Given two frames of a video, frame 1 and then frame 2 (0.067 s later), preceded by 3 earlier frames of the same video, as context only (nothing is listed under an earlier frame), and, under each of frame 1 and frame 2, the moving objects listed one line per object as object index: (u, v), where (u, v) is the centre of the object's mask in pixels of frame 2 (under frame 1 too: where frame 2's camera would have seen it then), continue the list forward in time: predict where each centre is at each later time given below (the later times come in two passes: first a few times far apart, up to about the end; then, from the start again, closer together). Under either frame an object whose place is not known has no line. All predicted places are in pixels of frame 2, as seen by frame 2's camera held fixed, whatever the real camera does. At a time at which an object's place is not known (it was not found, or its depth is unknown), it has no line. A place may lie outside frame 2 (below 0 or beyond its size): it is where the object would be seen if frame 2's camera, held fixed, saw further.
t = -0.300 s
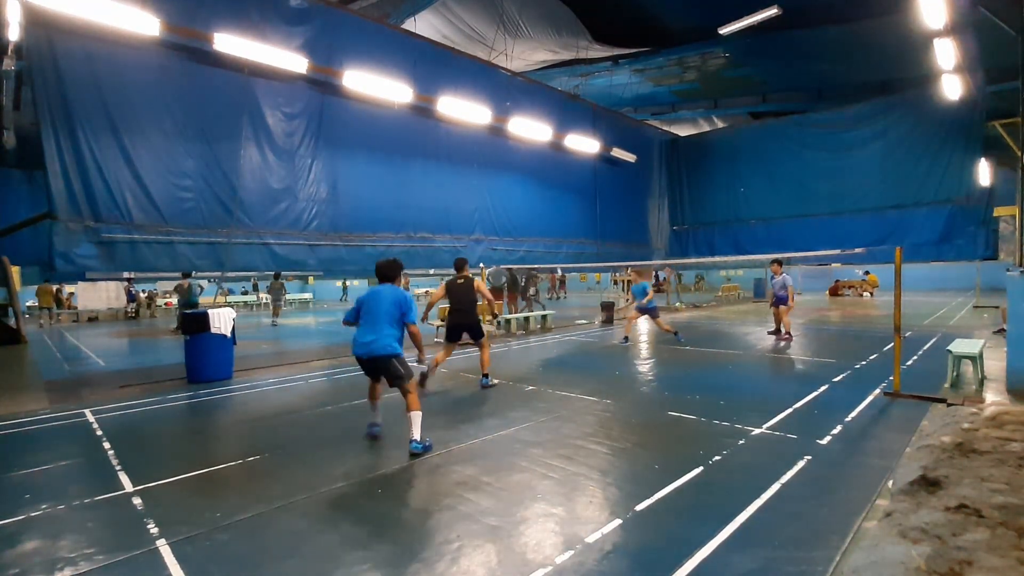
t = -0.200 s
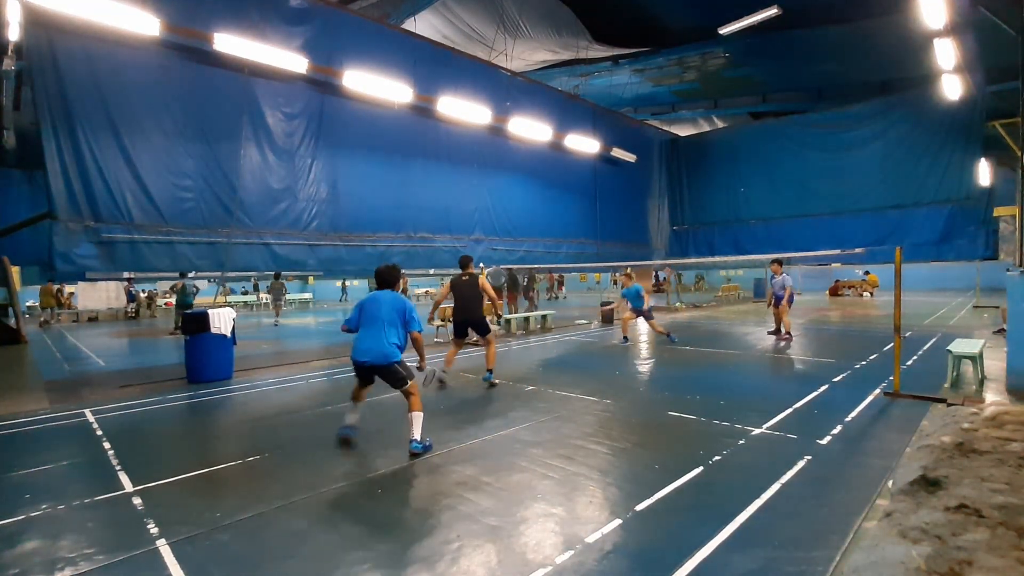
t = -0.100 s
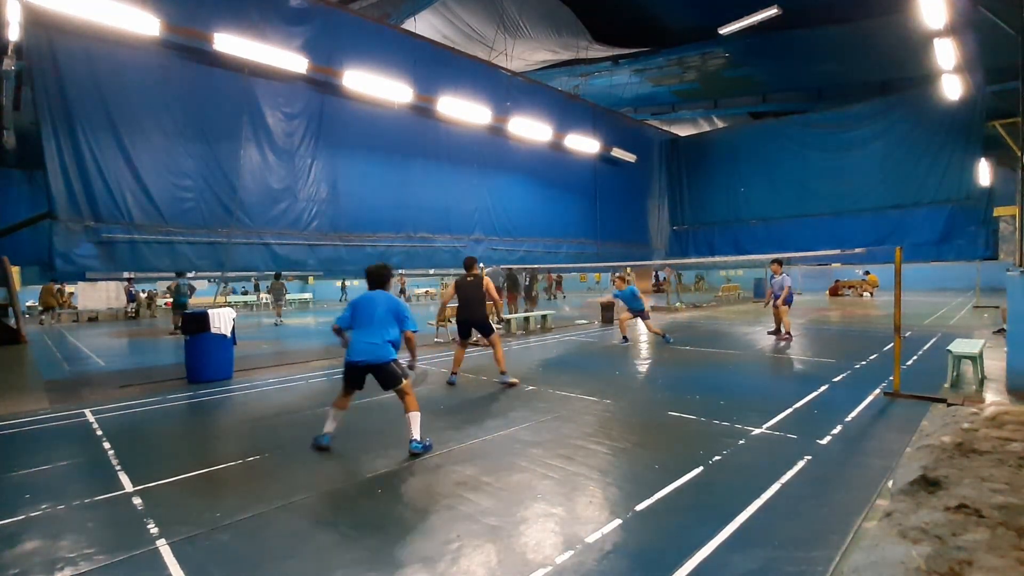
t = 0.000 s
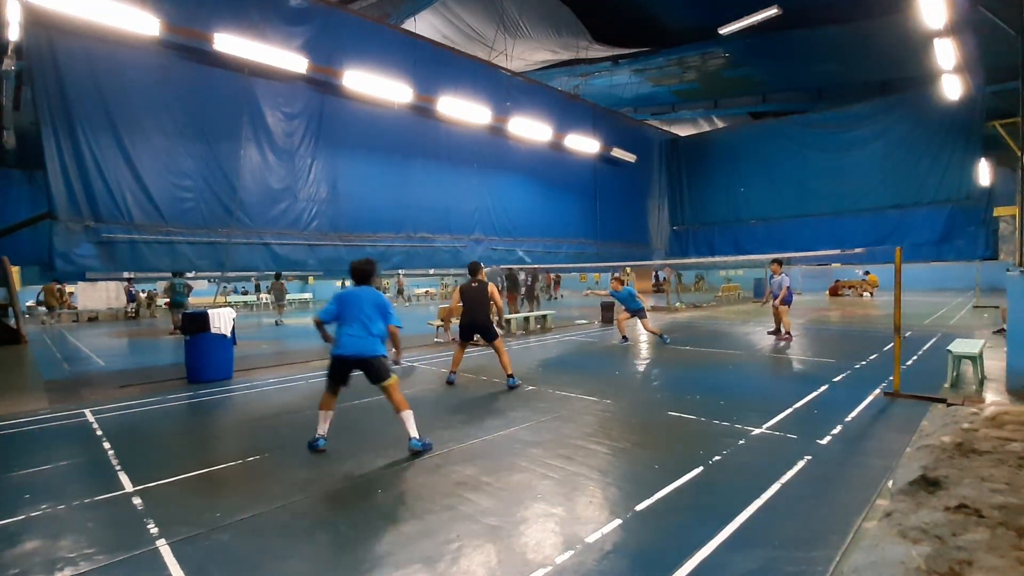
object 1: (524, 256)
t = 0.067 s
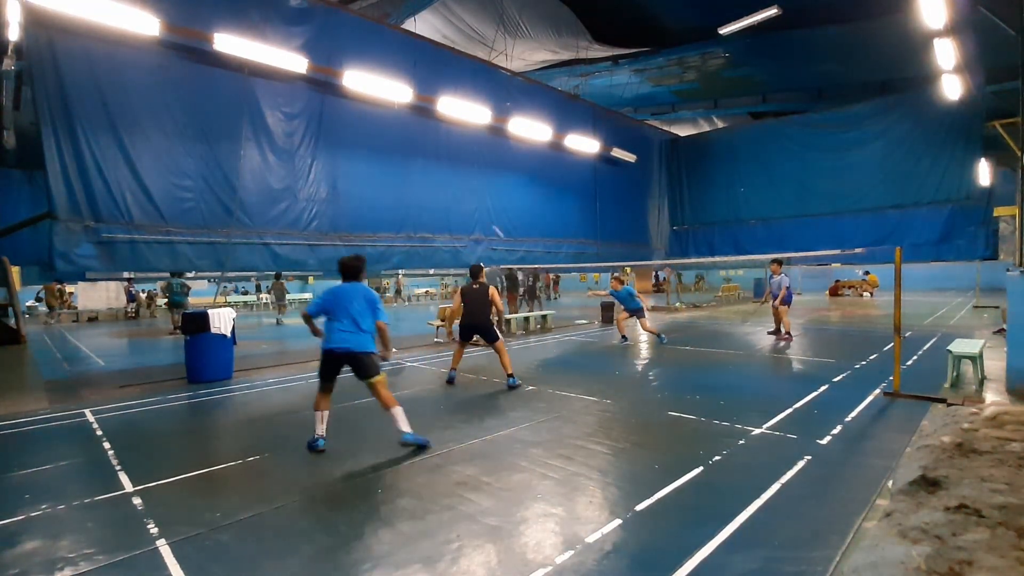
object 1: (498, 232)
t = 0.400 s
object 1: (389, 156)
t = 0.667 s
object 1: (309, 154)
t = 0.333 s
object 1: (410, 165)
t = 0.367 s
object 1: (399, 160)
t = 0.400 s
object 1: (389, 156)
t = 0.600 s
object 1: (329, 149)
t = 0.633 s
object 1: (319, 151)
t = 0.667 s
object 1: (309, 154)
